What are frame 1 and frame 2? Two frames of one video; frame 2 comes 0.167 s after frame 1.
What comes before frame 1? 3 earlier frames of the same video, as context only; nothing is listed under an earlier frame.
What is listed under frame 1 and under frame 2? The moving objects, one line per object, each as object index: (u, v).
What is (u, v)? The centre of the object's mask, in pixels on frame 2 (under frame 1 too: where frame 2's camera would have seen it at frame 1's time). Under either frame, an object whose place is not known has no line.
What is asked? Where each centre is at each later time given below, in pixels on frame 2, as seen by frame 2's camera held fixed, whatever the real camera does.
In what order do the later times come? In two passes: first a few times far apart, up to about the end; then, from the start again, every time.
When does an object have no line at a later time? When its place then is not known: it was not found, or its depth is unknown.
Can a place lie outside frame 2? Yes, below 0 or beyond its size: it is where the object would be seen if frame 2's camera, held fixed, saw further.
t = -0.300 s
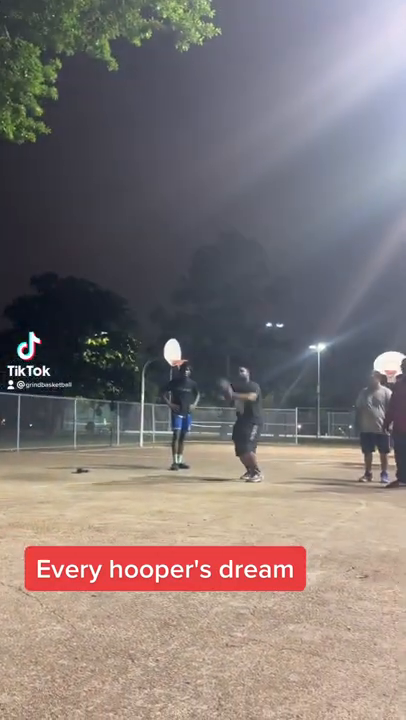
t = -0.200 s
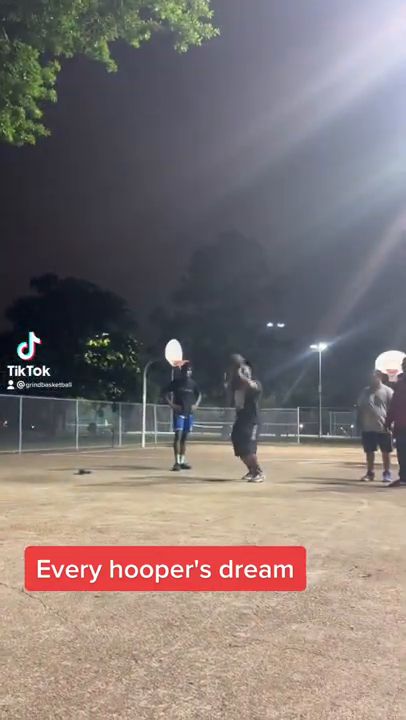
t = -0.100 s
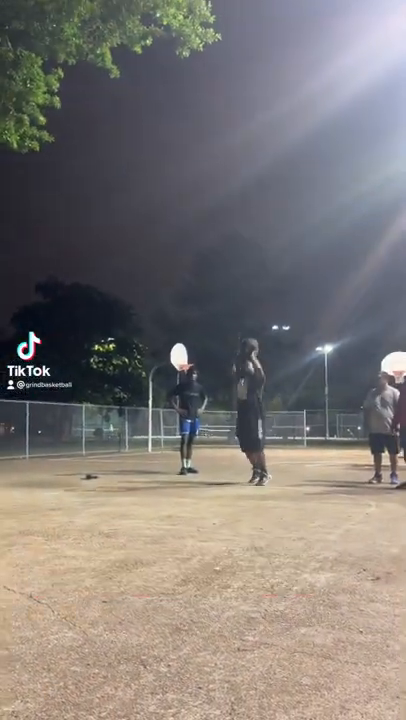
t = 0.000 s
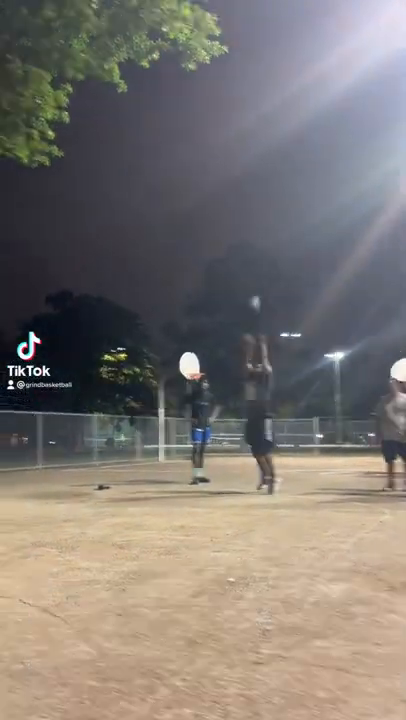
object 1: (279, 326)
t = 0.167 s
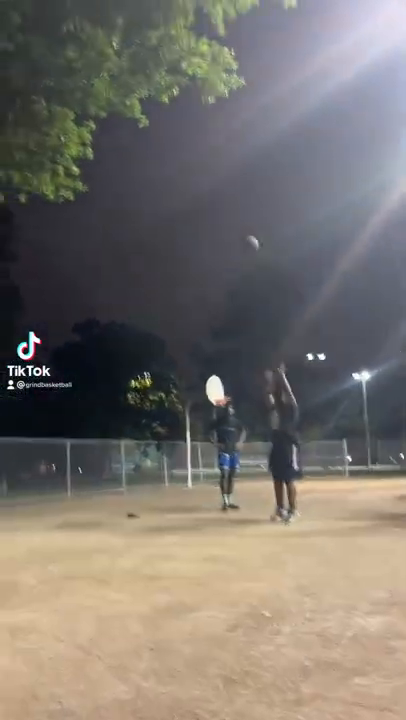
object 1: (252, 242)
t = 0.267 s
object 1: (236, 195)
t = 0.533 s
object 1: (182, 87)
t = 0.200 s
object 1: (246, 225)
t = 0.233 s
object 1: (241, 210)
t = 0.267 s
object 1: (236, 195)
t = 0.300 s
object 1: (230, 180)
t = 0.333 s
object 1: (225, 166)
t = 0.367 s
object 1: (218, 152)
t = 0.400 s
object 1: (212, 139)
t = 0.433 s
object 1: (205, 126)
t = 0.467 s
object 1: (198, 112)
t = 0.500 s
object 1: (191, 99)
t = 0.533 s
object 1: (182, 87)
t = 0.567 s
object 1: (176, 77)
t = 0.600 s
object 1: (168, 64)
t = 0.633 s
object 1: (161, 55)
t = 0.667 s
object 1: (151, 42)
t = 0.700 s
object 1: (143, 35)
